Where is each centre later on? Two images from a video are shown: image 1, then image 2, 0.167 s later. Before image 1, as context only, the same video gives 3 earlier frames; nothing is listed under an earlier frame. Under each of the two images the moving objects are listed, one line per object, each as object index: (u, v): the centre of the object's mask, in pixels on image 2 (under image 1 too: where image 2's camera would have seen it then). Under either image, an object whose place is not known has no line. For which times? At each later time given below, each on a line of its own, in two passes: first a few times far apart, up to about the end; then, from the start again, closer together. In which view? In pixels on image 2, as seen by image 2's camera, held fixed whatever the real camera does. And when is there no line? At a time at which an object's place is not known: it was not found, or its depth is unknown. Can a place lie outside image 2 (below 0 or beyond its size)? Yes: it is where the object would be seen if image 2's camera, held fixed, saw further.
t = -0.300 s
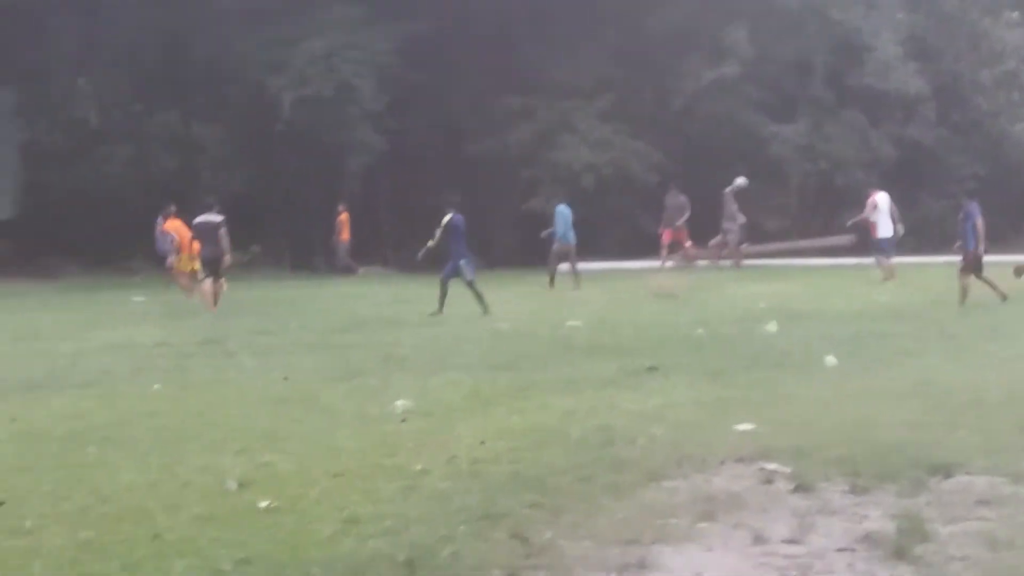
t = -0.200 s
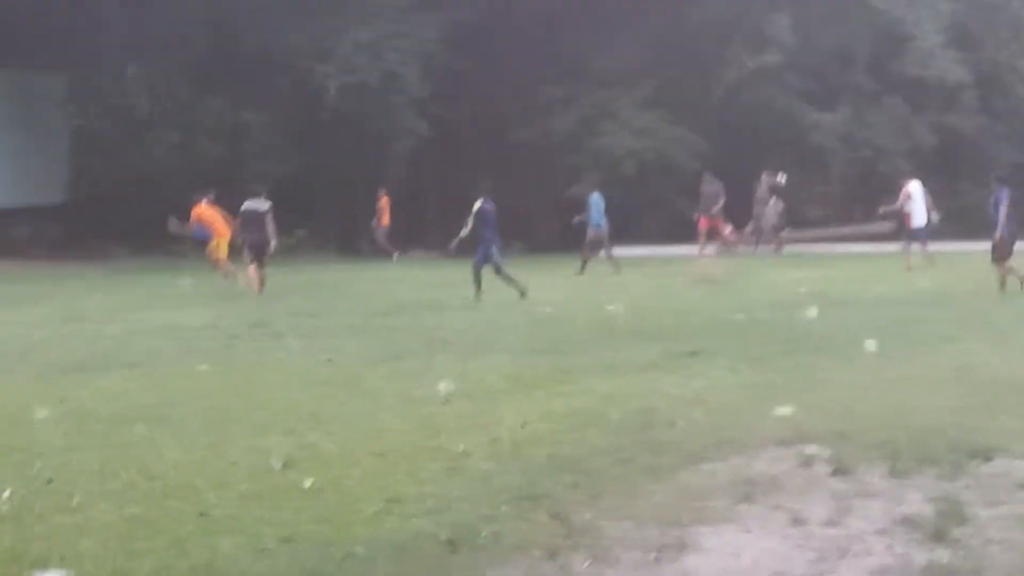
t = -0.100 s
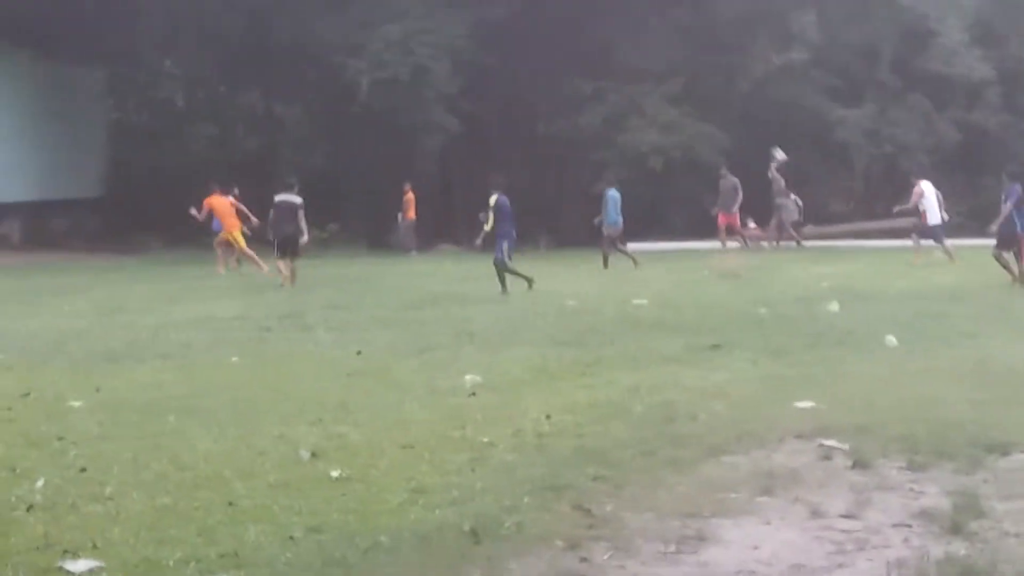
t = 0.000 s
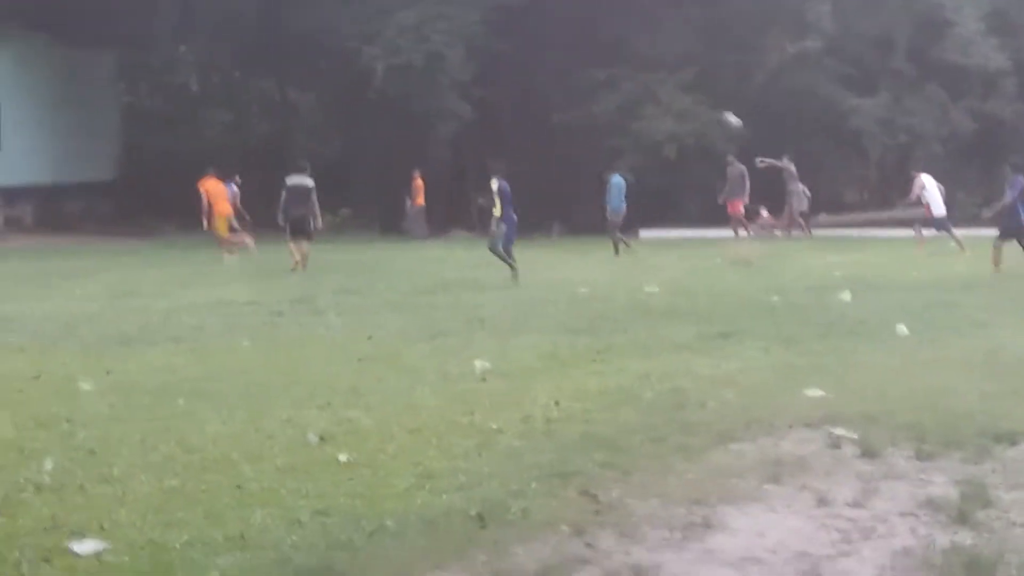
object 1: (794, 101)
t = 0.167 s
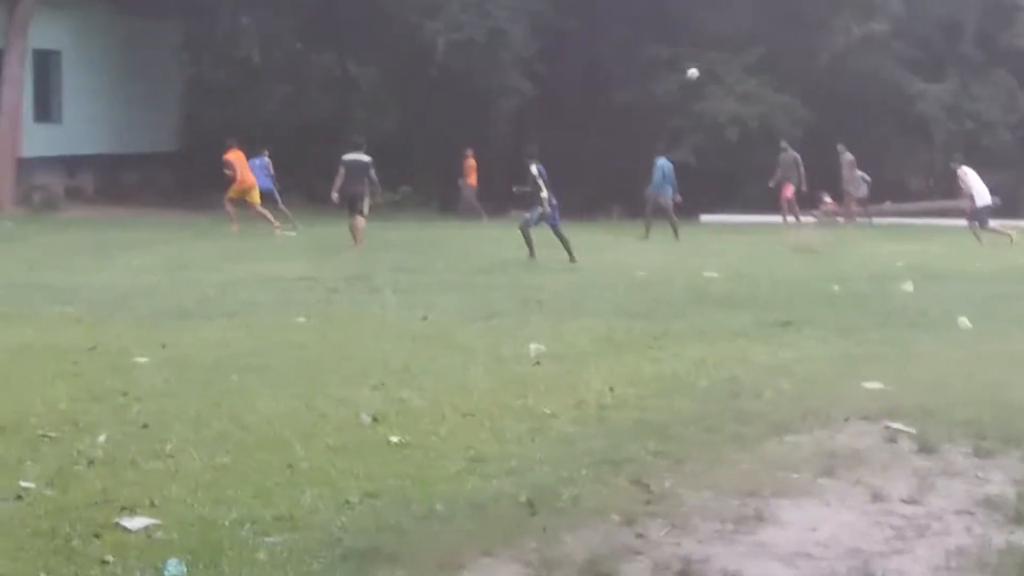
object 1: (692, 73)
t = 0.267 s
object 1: (631, 63)
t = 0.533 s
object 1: (473, 60)
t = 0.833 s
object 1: (304, 93)
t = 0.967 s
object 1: (229, 123)
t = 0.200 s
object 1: (672, 68)
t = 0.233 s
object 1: (651, 65)
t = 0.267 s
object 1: (631, 63)
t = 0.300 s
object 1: (610, 60)
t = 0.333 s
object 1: (590, 60)
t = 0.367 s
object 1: (571, 59)
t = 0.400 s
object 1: (551, 58)
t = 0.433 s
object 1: (531, 57)
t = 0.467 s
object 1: (511, 58)
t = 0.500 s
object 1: (492, 58)
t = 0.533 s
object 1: (473, 60)
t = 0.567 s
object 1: (454, 63)
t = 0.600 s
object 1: (434, 66)
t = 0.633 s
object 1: (415, 67)
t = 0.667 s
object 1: (396, 70)
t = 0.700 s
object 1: (377, 73)
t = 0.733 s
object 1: (358, 78)
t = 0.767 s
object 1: (339, 83)
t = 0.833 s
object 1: (304, 93)
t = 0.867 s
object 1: (285, 101)
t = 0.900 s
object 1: (267, 108)
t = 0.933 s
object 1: (249, 115)
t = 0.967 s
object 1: (229, 123)
